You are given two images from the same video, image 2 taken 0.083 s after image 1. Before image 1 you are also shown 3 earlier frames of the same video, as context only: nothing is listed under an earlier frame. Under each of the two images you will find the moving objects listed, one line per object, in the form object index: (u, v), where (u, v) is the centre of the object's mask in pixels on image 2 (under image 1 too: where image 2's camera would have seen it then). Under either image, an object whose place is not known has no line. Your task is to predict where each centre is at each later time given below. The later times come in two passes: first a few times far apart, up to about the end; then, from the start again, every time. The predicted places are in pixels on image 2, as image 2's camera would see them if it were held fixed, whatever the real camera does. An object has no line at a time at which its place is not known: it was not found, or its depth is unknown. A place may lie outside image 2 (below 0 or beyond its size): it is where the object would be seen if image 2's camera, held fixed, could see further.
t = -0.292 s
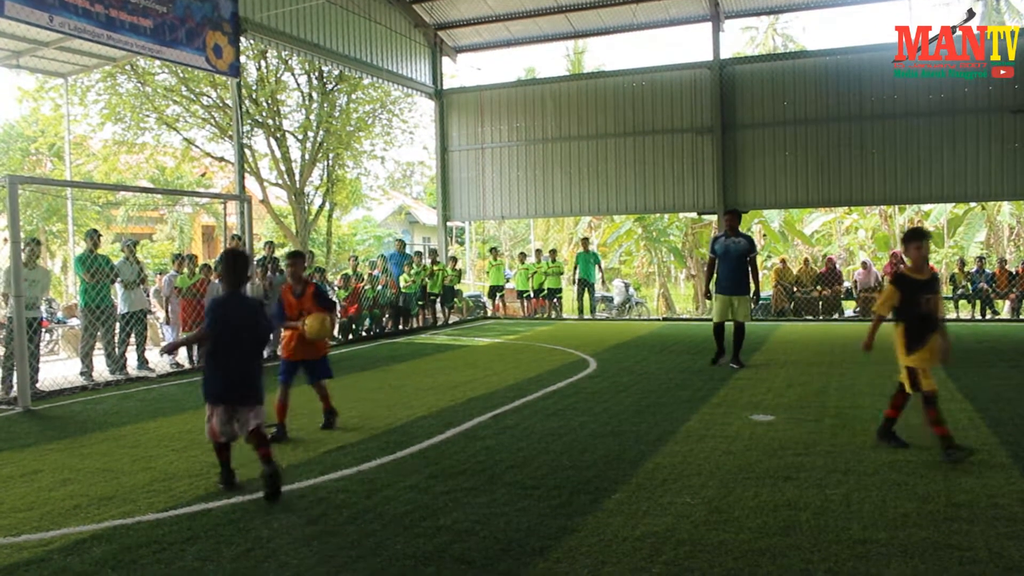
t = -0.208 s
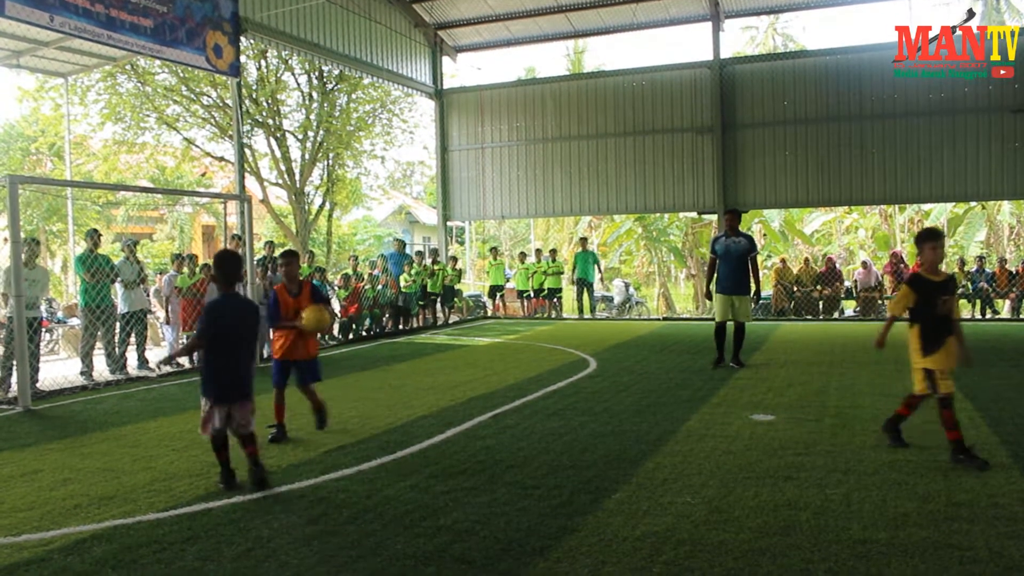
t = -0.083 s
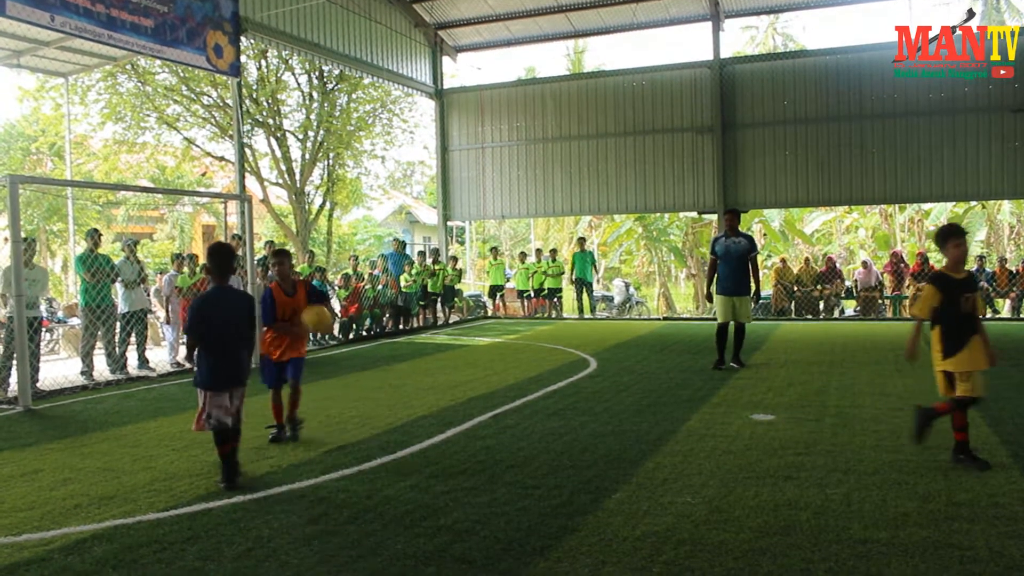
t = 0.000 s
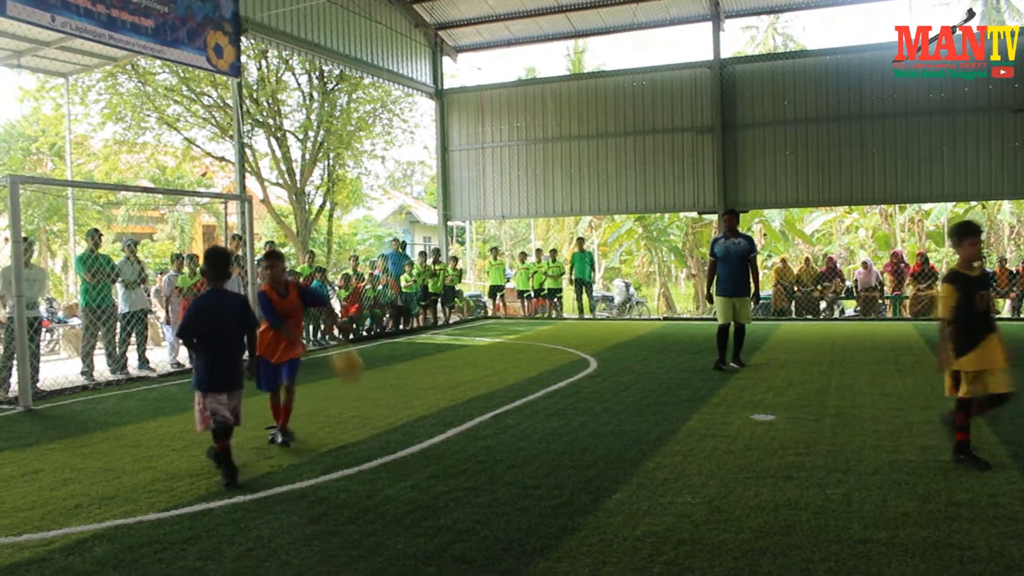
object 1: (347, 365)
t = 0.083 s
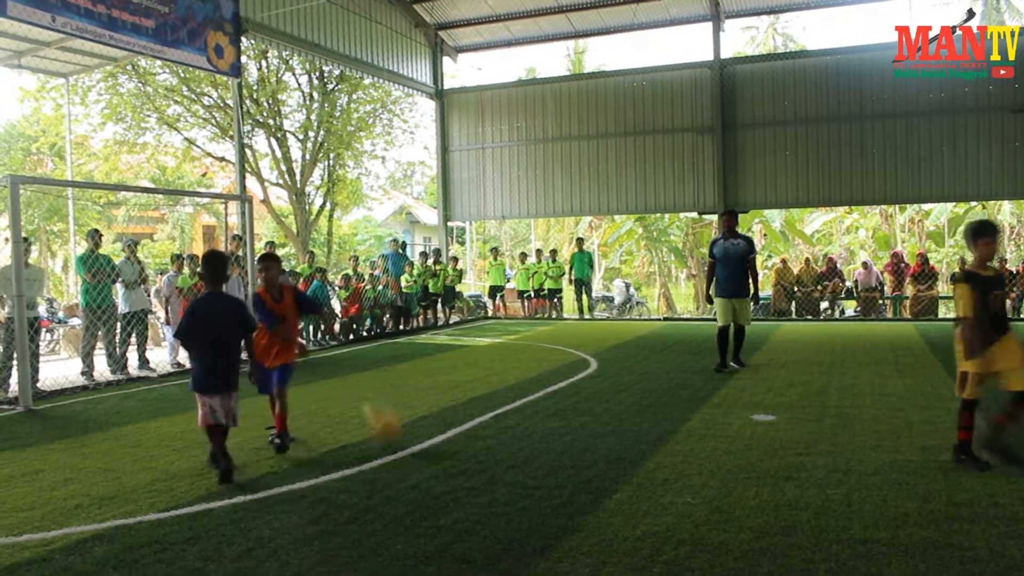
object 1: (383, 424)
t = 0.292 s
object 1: (433, 375)
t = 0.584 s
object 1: (502, 390)
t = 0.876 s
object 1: (574, 415)
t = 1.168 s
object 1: (647, 424)
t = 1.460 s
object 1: (712, 421)
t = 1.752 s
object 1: (770, 418)
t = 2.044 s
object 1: (819, 415)
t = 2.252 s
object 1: (853, 414)
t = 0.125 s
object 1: (394, 424)
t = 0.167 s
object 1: (403, 408)
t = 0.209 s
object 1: (413, 394)
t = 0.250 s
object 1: (423, 383)
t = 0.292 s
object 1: (433, 375)
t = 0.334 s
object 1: (442, 369)
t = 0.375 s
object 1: (451, 366)
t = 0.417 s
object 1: (461, 366)
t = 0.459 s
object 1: (474, 368)
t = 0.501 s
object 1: (484, 374)
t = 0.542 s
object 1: (494, 381)
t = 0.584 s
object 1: (502, 390)
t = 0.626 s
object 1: (513, 403)
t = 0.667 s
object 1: (523, 418)
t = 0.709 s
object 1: (533, 429)
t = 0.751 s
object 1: (543, 422)
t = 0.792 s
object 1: (553, 418)
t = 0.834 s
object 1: (563, 415)
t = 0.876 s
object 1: (574, 415)
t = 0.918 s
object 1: (584, 416)
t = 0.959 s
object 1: (594, 421)
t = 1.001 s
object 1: (605, 426)
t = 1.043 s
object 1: (616, 423)
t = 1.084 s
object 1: (626, 423)
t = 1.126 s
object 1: (636, 424)
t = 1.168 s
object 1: (647, 424)
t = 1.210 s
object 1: (656, 423)
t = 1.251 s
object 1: (665, 423)
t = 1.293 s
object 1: (675, 423)
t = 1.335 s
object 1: (684, 423)
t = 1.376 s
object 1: (694, 422)
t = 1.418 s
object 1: (703, 422)
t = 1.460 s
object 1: (712, 421)
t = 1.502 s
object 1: (722, 421)
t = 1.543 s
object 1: (731, 421)
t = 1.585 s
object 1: (739, 420)
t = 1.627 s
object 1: (747, 419)
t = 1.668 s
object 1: (755, 419)
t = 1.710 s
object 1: (763, 419)
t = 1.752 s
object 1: (770, 418)
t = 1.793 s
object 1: (778, 418)
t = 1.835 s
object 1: (785, 417)
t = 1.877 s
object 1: (792, 417)
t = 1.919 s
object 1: (799, 416)
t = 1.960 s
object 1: (806, 416)
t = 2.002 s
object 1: (813, 416)
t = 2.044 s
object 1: (819, 415)
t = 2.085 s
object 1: (827, 415)
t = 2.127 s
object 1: (834, 414)
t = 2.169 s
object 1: (840, 414)
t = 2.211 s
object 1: (847, 414)
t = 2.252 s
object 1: (853, 414)
